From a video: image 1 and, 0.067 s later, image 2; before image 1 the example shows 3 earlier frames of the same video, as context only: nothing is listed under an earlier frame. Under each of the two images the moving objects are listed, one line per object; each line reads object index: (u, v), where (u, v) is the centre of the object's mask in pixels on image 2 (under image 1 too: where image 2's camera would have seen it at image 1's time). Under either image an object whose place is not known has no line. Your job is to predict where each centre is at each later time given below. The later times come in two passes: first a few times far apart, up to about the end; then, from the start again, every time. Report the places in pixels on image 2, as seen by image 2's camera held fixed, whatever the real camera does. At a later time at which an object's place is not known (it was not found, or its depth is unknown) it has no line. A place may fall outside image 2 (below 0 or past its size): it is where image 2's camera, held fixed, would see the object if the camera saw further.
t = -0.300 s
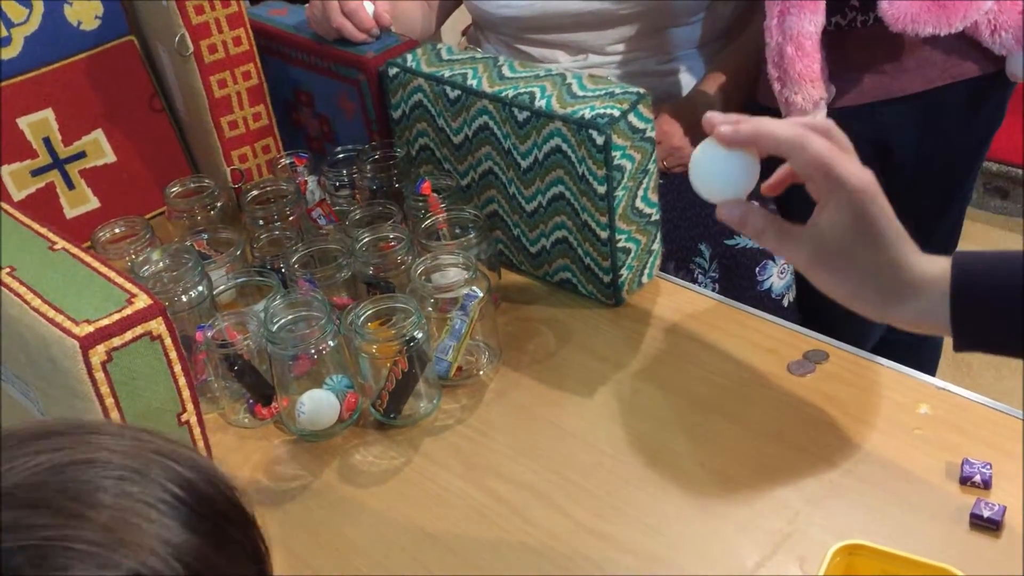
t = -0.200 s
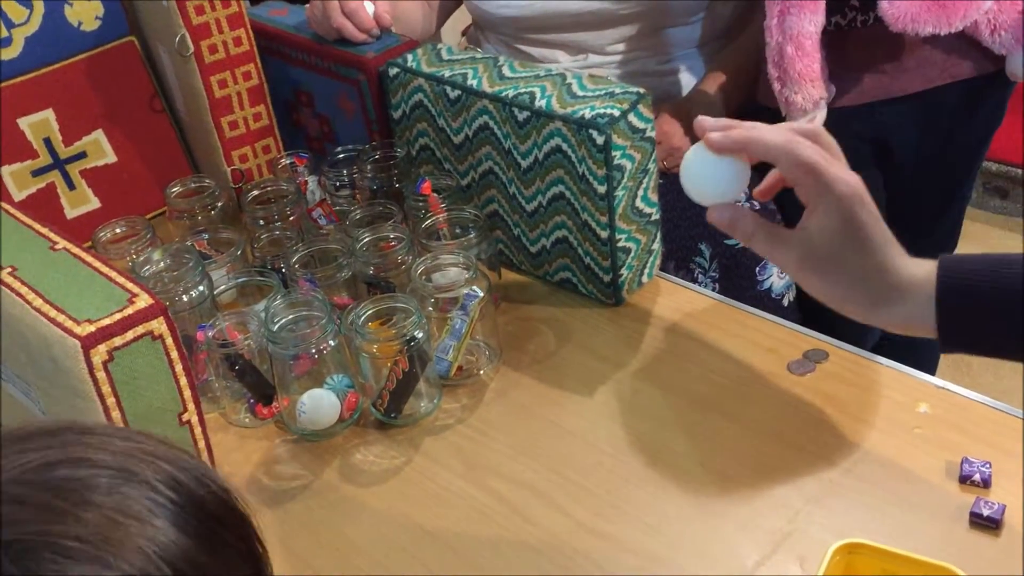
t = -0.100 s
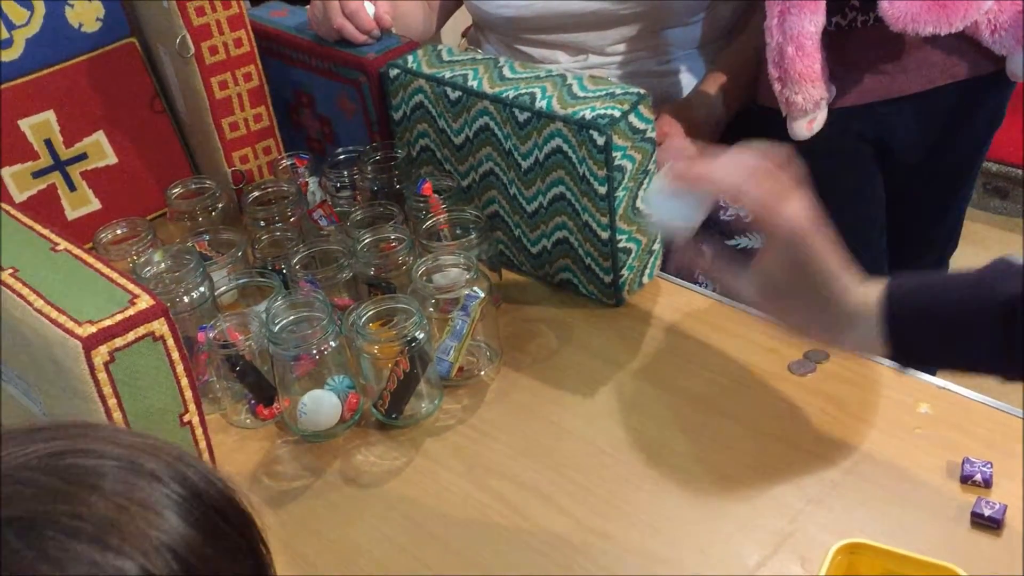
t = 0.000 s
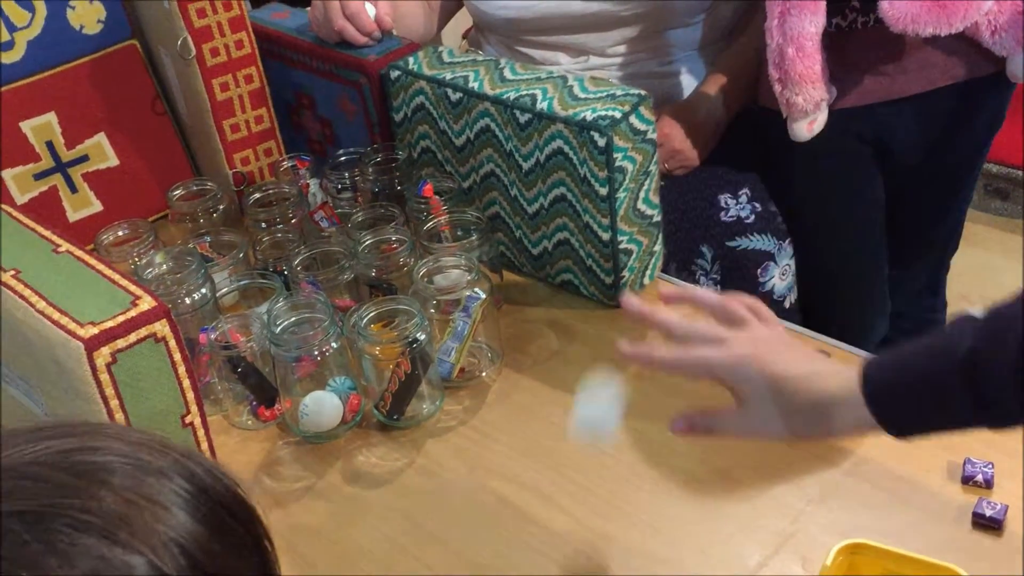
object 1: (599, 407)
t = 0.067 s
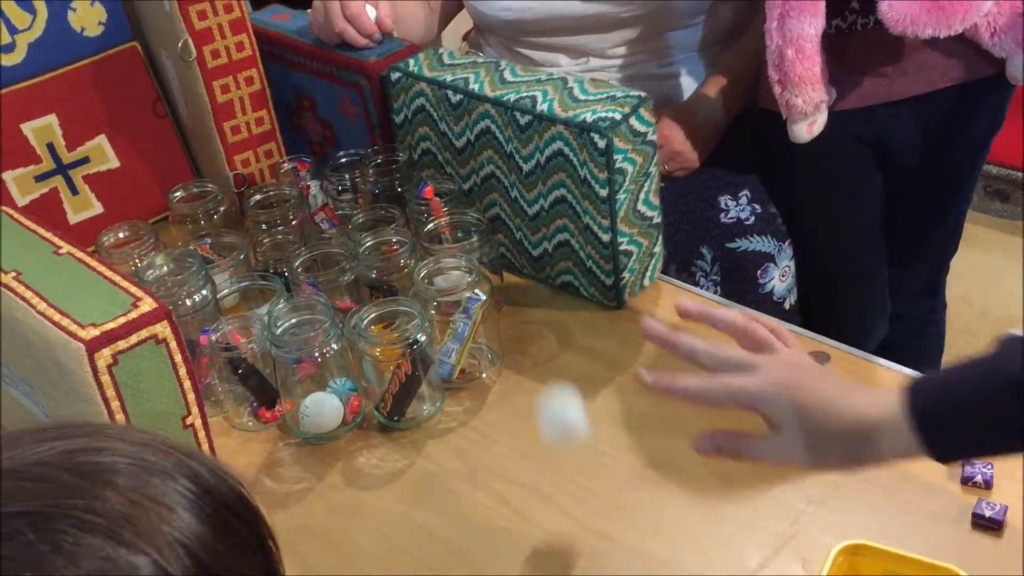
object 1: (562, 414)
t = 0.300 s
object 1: (455, 197)
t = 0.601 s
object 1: (434, 313)
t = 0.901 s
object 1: (483, 400)
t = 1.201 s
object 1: (461, 395)
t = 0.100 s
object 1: (543, 356)
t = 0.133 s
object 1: (525, 305)
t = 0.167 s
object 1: (508, 262)
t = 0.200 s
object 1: (492, 228)
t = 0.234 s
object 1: (477, 205)
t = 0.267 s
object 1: (465, 195)
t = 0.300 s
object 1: (455, 197)
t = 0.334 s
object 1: (448, 211)
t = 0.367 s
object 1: (443, 238)
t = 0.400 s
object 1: (440, 275)
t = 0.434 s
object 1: (441, 325)
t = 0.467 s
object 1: (445, 377)
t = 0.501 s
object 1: (442, 402)
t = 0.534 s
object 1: (435, 366)
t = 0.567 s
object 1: (434, 336)
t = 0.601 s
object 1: (434, 313)
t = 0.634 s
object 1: (436, 302)
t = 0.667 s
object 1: (440, 300)
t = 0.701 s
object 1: (448, 310)
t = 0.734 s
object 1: (458, 330)
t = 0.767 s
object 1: (469, 362)
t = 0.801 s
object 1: (482, 401)
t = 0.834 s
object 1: (497, 453)
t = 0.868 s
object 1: (491, 428)
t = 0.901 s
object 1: (483, 400)
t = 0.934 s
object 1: (478, 382)
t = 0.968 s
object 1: (474, 372)
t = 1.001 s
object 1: (472, 372)
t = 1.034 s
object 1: (471, 382)
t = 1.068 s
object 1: (473, 401)
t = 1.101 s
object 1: (476, 431)
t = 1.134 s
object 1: (474, 433)
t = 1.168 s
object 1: (467, 409)
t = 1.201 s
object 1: (461, 395)
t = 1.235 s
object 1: (457, 390)
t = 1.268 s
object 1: (456, 393)
